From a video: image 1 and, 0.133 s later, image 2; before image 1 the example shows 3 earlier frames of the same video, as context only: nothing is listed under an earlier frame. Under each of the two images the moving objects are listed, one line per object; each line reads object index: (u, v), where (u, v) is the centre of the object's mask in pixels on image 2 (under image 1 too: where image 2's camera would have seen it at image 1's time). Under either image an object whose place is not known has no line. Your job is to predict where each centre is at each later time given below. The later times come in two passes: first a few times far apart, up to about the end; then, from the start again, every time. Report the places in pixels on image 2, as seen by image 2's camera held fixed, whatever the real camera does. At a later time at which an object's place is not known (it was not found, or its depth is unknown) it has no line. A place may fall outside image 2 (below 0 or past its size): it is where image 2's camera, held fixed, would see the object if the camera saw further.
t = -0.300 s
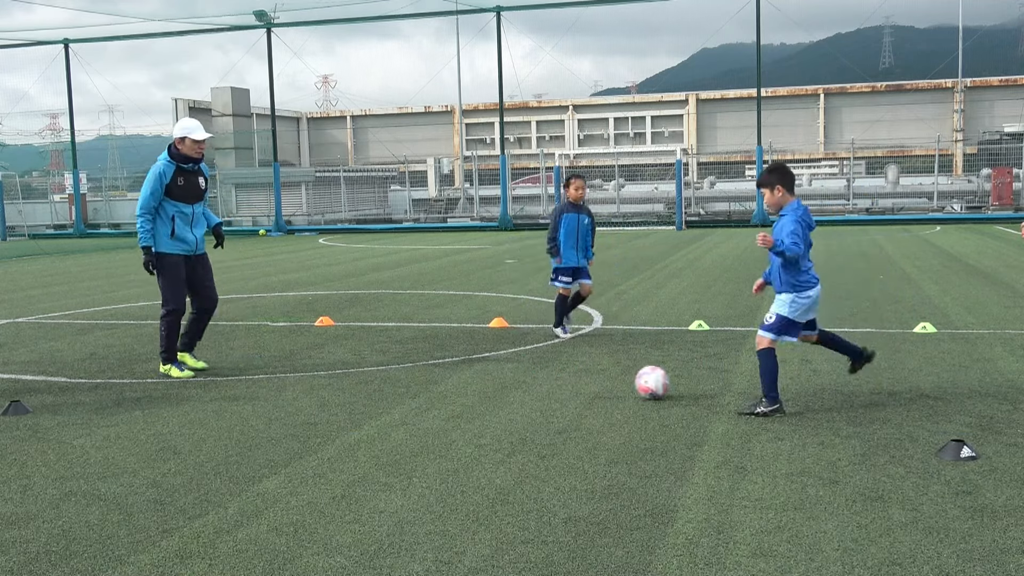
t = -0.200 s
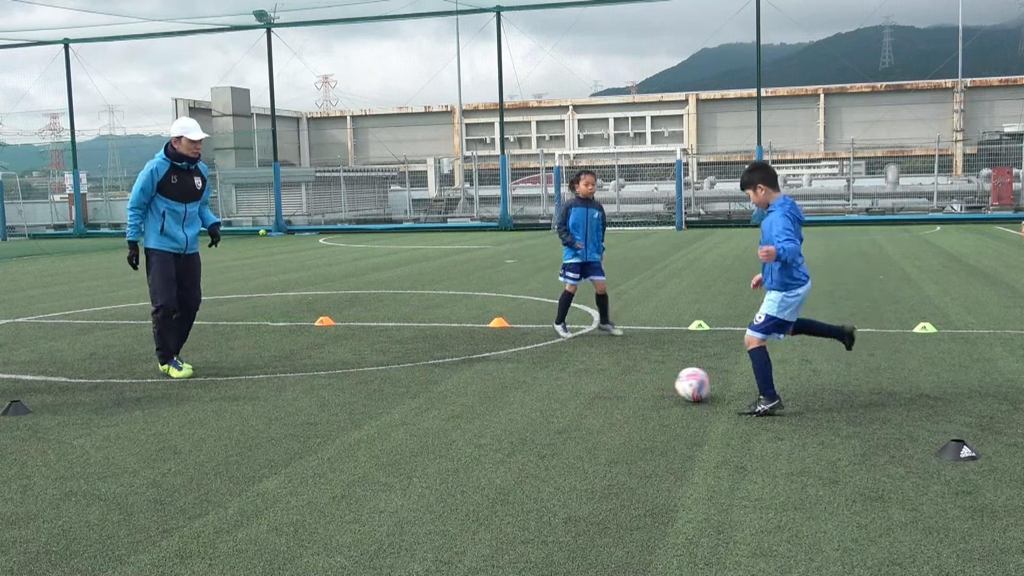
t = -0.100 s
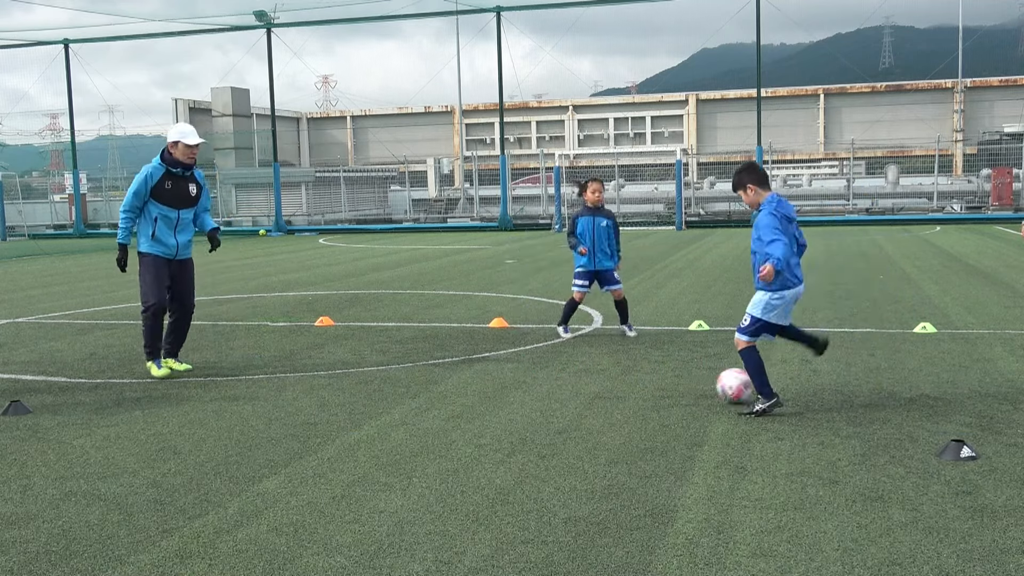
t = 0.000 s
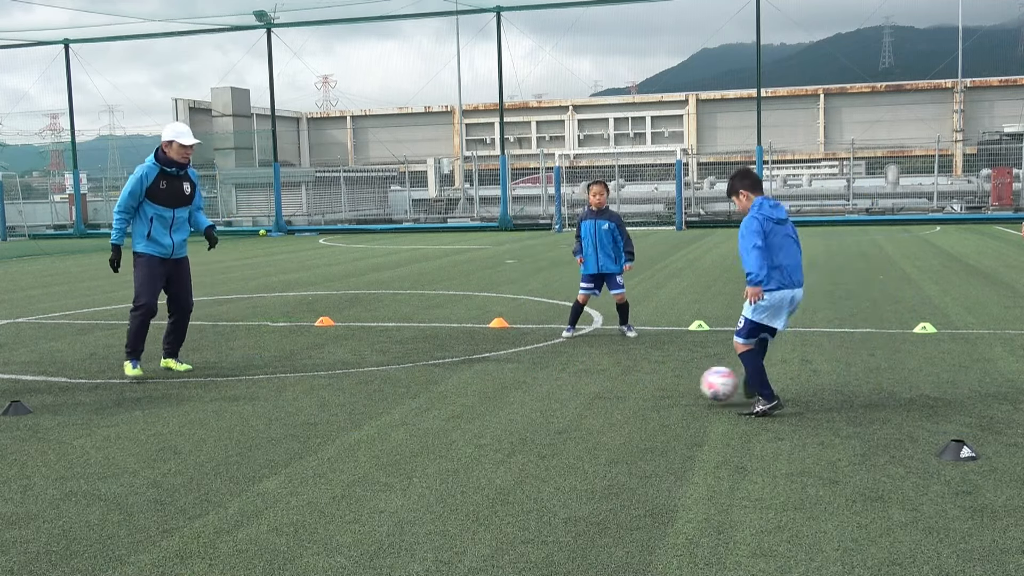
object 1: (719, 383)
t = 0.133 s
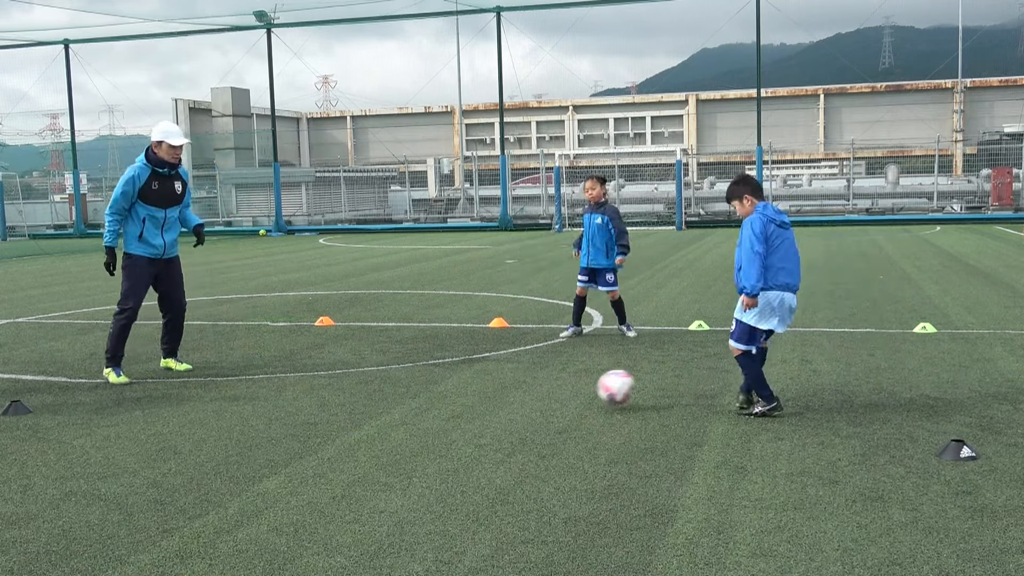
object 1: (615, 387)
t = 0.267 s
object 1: (522, 389)
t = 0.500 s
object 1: (368, 400)
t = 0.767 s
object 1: (190, 409)
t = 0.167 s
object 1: (591, 393)
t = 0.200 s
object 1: (567, 391)
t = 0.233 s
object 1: (545, 389)
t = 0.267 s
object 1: (522, 389)
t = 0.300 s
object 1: (501, 392)
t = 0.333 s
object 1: (479, 396)
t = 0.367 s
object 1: (457, 397)
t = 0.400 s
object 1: (434, 397)
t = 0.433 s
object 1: (410, 399)
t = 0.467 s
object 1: (389, 400)
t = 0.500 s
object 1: (368, 400)
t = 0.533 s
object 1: (345, 400)
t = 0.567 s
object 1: (323, 403)
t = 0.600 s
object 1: (300, 403)
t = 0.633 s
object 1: (279, 404)
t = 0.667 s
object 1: (257, 405)
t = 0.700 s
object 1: (235, 406)
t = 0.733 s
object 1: (212, 407)
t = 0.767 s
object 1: (190, 409)
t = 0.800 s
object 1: (168, 409)
